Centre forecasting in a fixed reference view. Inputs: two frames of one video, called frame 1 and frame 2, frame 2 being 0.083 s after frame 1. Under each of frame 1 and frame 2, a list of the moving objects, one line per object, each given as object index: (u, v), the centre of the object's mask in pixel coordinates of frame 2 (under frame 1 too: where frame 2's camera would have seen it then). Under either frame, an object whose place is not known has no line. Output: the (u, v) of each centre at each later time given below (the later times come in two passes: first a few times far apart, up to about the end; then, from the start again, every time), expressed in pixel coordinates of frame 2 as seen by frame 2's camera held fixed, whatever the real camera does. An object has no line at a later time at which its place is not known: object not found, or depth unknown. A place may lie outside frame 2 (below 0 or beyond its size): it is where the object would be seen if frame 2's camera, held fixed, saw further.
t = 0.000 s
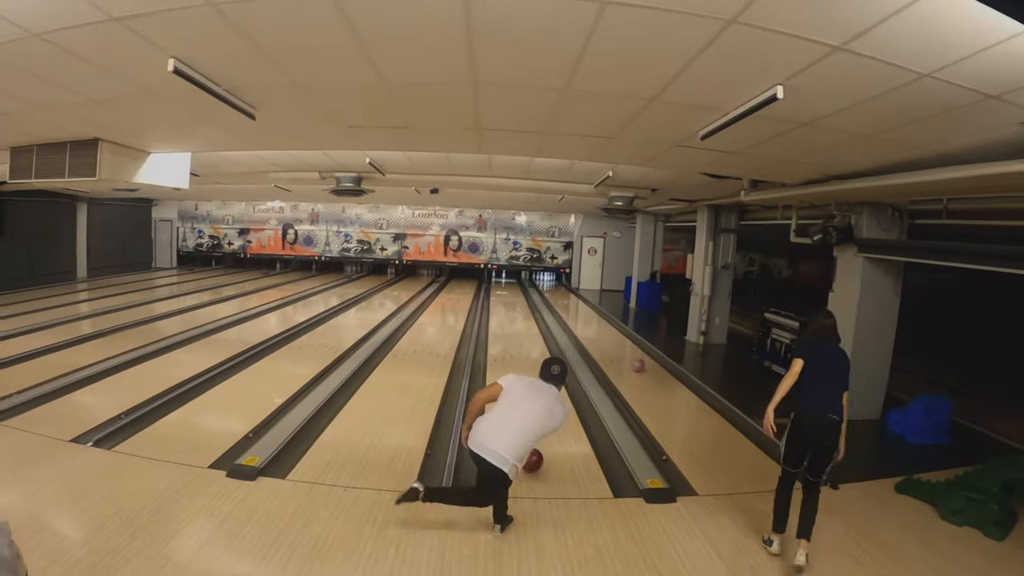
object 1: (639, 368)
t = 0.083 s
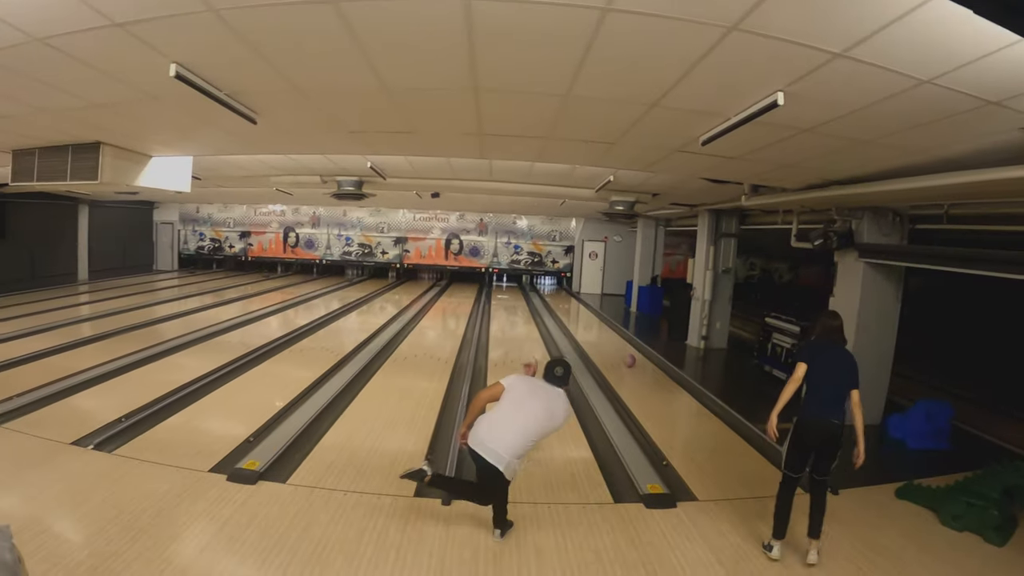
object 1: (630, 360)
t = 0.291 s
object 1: (612, 347)
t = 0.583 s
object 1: (595, 334)
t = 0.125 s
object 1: (625, 357)
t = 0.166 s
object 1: (622, 355)
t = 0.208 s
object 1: (619, 352)
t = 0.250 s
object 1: (615, 350)
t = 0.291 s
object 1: (612, 347)
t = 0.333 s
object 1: (609, 345)
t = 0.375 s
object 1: (606, 343)
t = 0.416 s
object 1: (604, 341)
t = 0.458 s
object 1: (601, 339)
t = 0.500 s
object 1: (599, 337)
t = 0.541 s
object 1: (597, 335)
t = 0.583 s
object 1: (595, 334)
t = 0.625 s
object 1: (592, 332)
